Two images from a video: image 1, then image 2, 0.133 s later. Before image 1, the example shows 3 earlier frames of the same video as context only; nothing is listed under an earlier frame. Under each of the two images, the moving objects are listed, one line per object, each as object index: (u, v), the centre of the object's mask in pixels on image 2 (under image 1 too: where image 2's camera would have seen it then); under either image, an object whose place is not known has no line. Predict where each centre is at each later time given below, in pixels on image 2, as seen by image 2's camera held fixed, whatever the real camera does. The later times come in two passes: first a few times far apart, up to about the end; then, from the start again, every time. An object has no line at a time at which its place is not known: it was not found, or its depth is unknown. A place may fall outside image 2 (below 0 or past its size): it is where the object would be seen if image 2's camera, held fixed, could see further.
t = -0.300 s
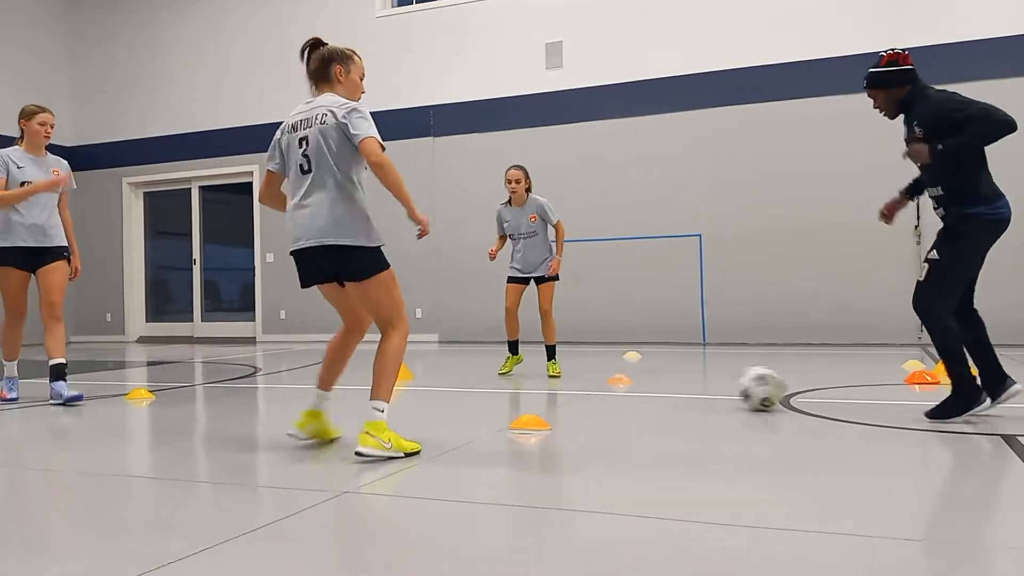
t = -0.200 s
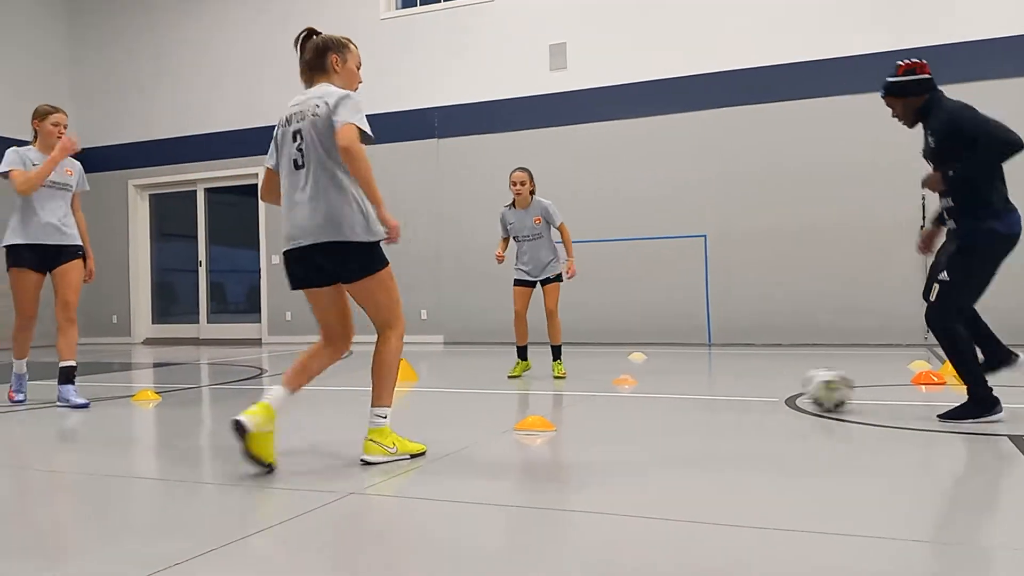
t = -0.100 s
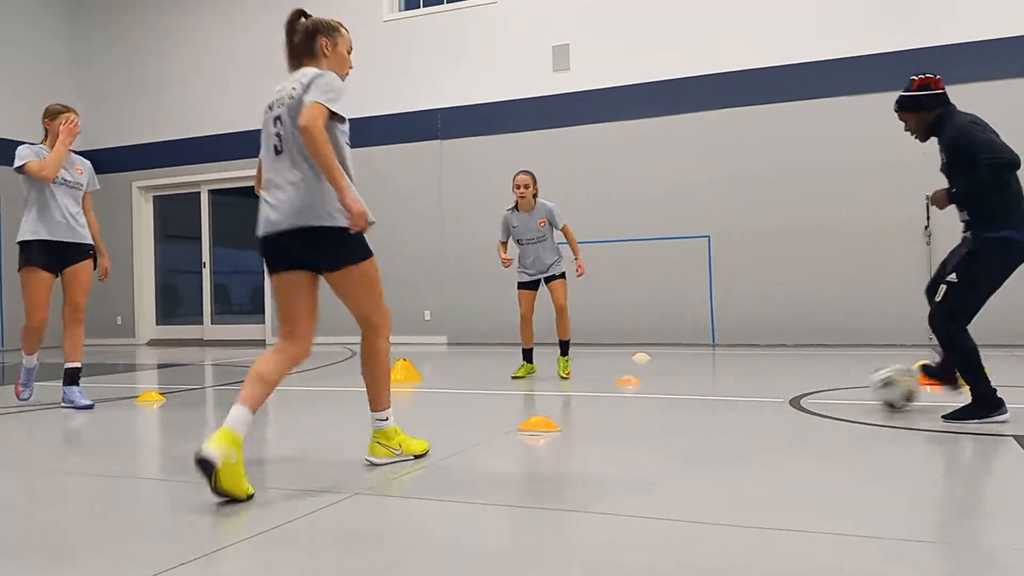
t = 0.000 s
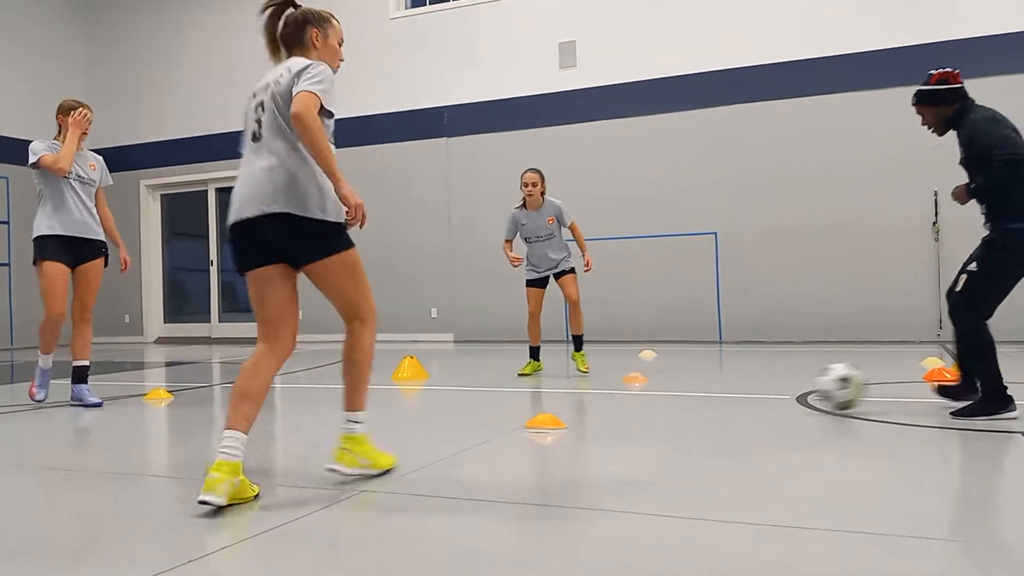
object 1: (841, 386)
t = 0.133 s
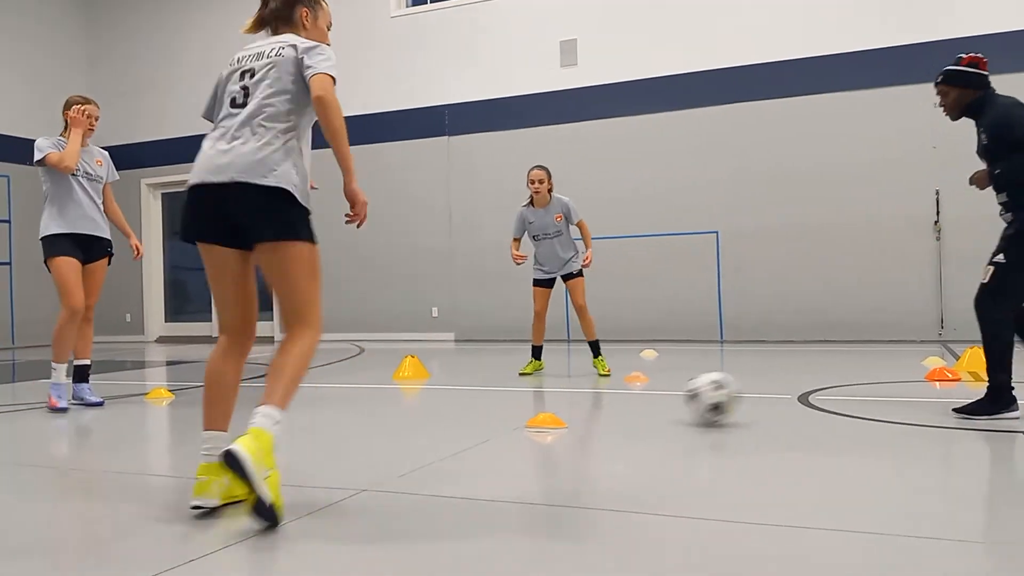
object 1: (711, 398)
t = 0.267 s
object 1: (586, 409)
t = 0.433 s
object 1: (436, 421)
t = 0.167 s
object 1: (679, 403)
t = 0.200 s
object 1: (647, 402)
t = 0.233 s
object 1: (617, 407)
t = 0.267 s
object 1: (586, 409)
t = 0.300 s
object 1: (554, 410)
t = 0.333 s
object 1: (523, 416)
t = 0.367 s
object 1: (497, 417)
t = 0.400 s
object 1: (466, 420)
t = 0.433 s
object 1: (436, 421)
